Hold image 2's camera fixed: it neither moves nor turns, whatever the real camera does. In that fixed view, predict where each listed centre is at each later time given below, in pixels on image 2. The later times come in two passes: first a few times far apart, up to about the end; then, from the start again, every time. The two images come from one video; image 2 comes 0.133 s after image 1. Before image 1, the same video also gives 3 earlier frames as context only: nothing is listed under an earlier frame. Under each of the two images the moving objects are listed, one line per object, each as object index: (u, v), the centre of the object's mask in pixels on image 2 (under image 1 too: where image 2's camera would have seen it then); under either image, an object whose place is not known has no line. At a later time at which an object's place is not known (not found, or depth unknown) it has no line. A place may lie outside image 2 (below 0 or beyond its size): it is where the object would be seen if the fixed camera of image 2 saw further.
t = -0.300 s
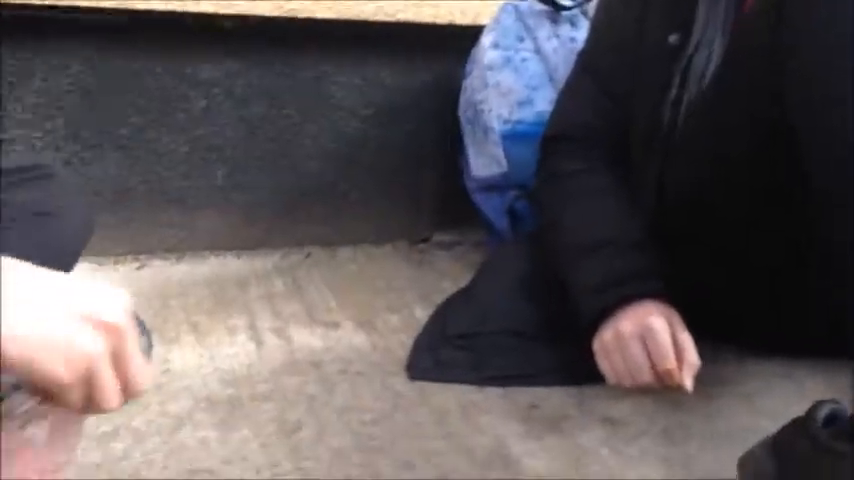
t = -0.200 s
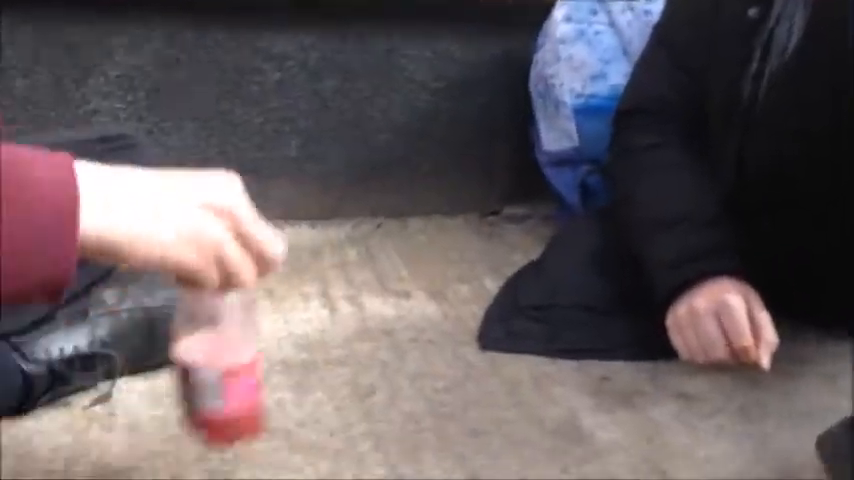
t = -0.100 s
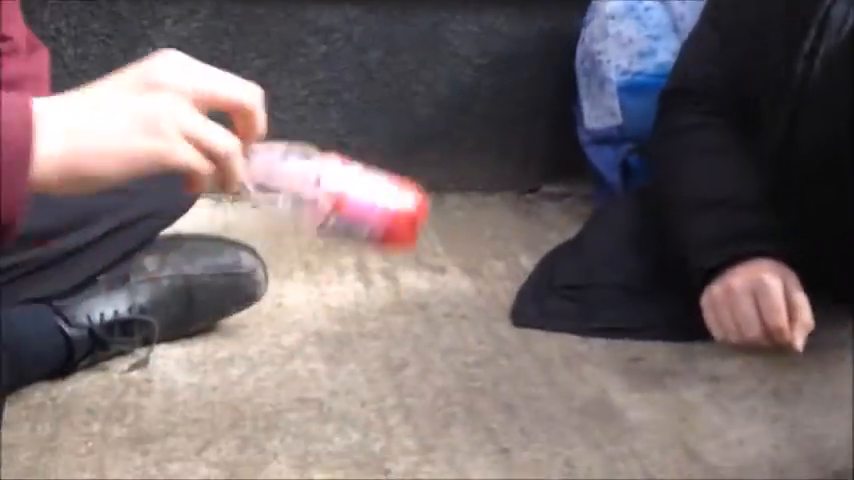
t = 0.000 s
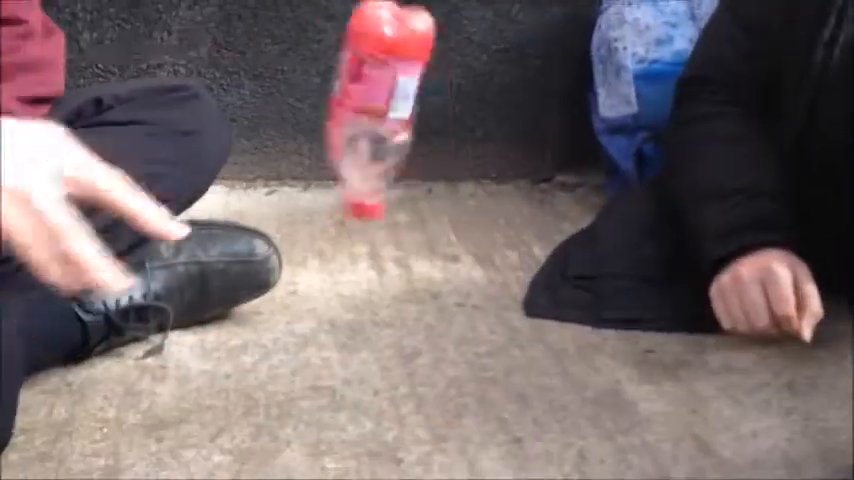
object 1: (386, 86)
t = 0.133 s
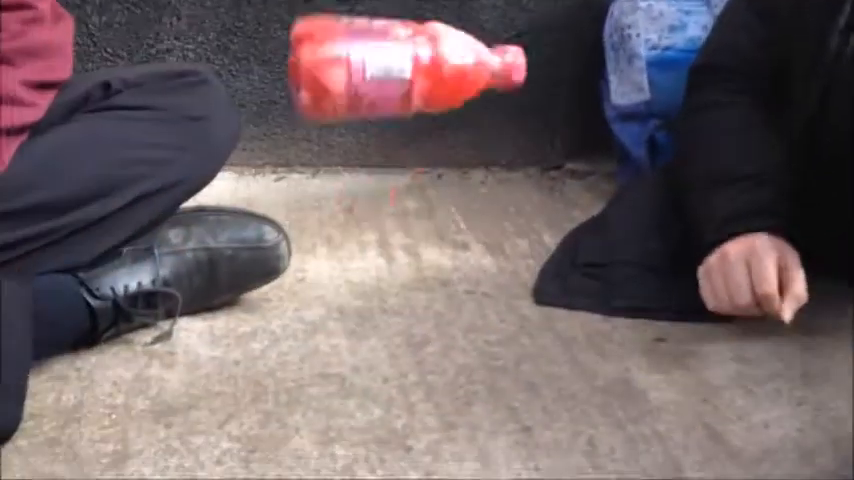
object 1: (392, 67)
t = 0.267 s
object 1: (370, 324)
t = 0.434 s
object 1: (303, 367)
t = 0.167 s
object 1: (391, 106)
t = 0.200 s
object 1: (387, 161)
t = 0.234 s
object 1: (380, 234)
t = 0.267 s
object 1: (370, 324)
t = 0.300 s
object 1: (359, 362)
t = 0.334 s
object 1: (344, 364)
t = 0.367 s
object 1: (330, 363)
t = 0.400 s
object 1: (317, 363)
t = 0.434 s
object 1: (303, 367)
